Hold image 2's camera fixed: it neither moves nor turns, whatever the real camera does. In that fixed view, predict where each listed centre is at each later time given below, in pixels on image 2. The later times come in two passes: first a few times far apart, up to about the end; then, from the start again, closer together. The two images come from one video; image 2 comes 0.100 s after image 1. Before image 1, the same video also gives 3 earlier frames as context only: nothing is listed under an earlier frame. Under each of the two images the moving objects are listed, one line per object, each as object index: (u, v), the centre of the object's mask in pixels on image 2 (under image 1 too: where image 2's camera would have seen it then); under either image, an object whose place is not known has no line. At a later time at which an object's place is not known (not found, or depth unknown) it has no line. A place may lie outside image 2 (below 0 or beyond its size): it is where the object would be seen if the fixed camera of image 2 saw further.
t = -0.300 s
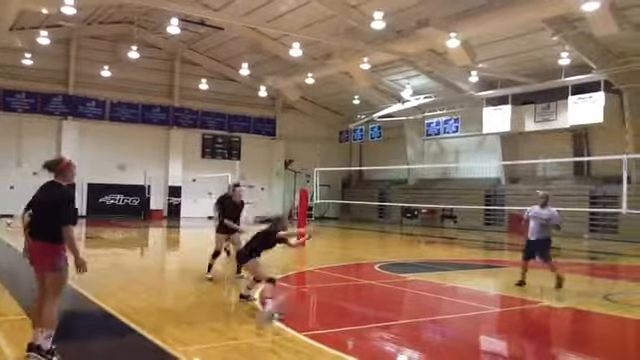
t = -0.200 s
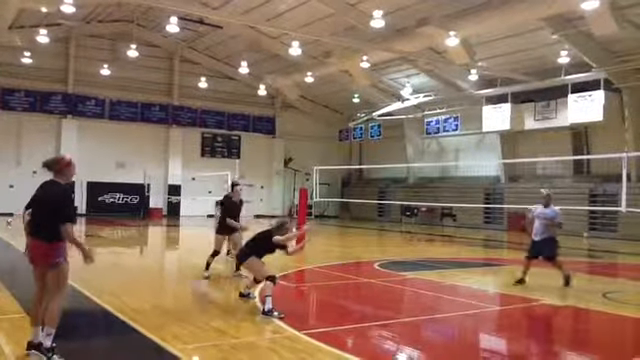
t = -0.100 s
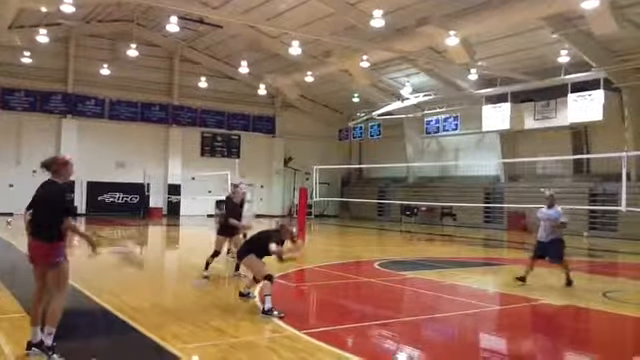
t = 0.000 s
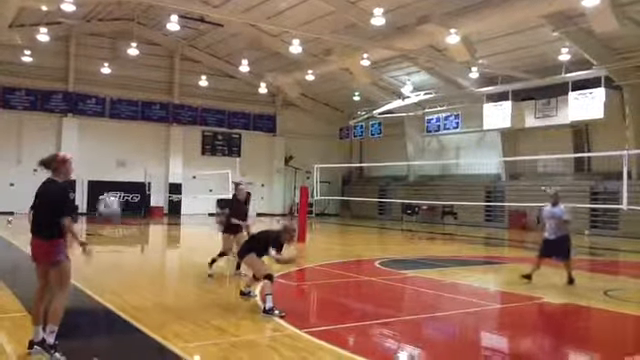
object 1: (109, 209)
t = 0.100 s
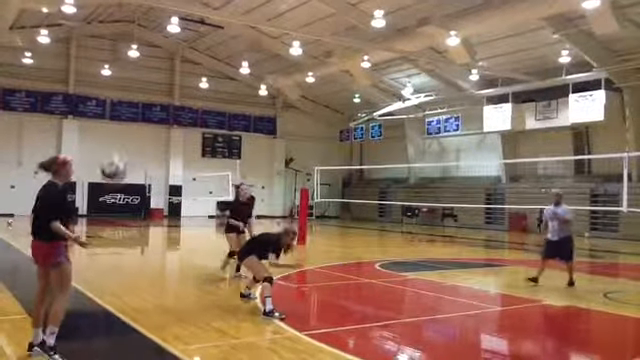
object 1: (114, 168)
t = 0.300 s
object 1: (122, 117)
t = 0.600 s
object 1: (133, 128)
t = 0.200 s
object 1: (116, 140)
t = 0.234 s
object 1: (120, 131)
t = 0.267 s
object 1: (121, 121)
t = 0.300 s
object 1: (122, 117)
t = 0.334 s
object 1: (123, 114)
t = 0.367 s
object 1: (125, 110)
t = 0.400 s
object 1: (126, 108)
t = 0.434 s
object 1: (126, 108)
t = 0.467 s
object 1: (128, 108)
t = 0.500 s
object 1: (130, 110)
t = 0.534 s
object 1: (130, 113)
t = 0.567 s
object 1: (131, 119)
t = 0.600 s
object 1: (133, 128)
